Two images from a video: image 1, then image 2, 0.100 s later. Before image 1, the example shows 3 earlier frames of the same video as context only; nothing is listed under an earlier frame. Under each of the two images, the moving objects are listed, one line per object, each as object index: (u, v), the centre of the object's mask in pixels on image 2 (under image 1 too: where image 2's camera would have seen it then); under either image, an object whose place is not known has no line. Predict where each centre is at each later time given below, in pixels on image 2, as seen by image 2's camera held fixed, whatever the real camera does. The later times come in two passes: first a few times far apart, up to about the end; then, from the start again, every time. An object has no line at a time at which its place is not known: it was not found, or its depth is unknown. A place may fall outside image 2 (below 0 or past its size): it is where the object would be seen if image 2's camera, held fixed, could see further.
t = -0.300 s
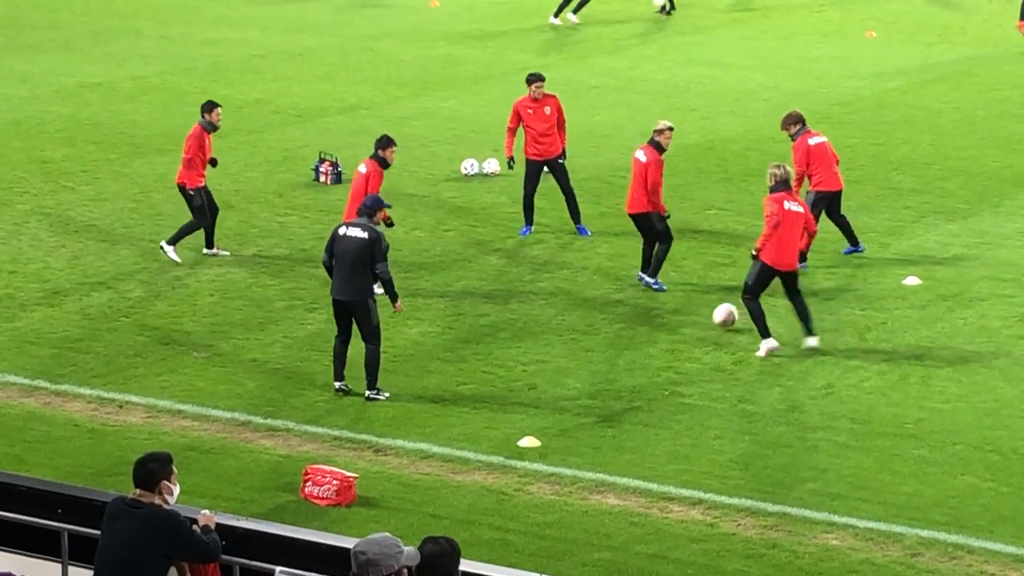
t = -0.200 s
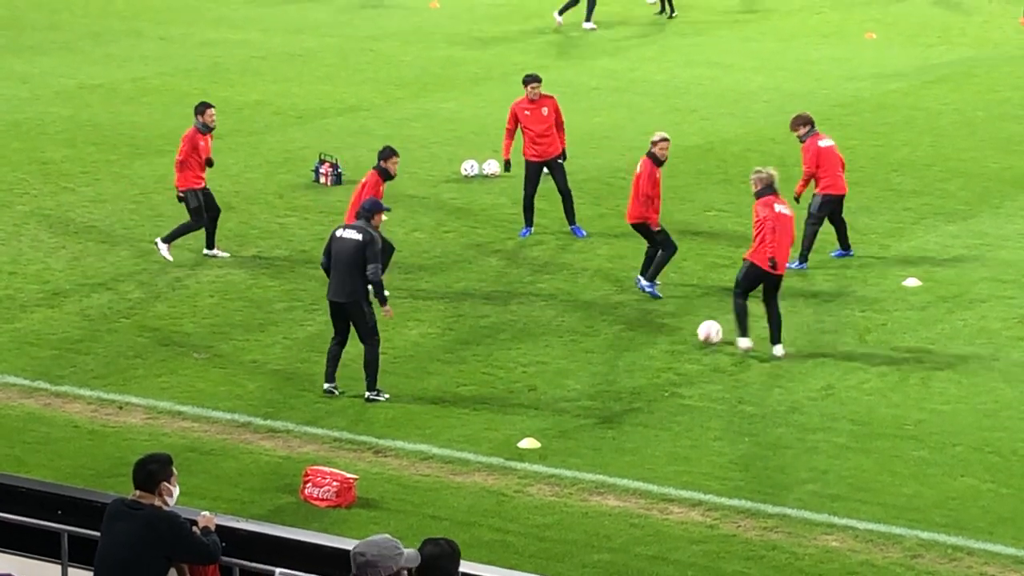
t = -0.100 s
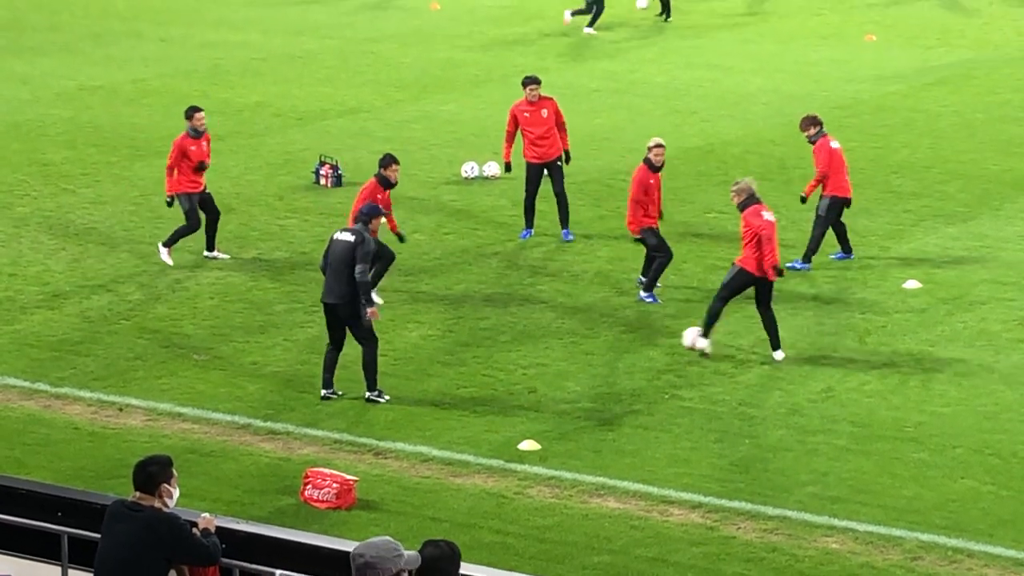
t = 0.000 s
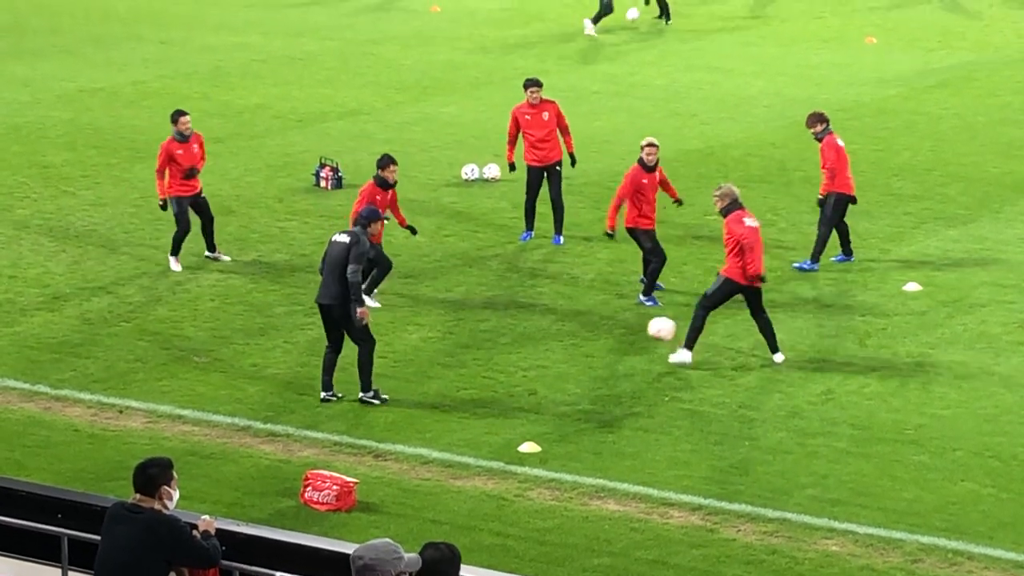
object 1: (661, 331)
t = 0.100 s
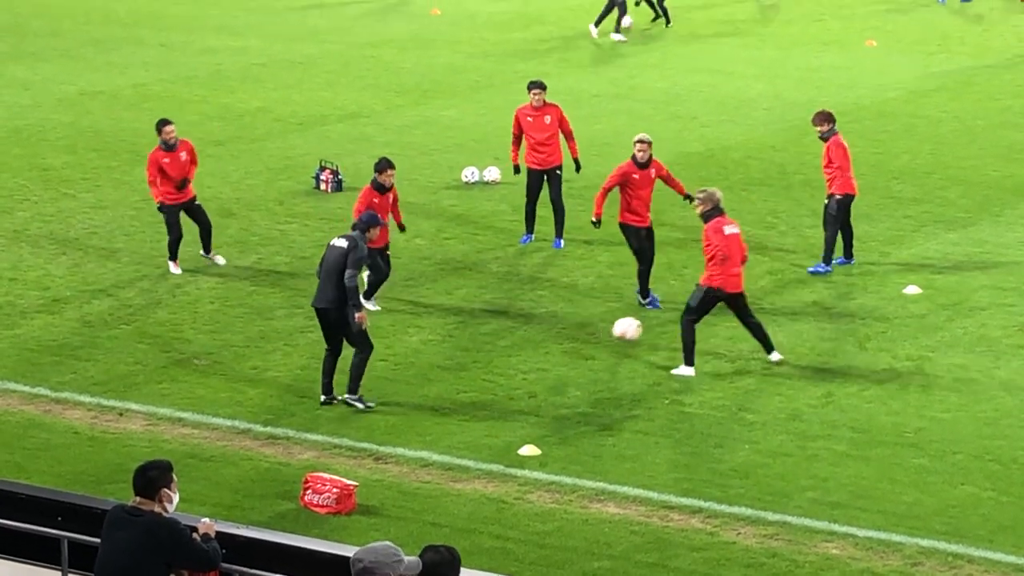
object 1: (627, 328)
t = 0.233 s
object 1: (581, 342)
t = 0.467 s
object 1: (515, 361)
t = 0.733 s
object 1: (449, 385)
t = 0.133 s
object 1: (616, 330)
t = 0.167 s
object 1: (604, 333)
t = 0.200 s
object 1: (592, 336)
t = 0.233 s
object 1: (581, 342)
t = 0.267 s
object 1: (569, 348)
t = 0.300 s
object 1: (557, 356)
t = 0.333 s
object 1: (546, 363)
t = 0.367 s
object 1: (538, 362)
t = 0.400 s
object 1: (530, 361)
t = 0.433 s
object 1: (522, 360)
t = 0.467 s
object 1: (515, 361)
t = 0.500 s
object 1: (507, 362)
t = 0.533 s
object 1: (499, 366)
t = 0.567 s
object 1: (491, 371)
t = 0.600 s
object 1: (483, 376)
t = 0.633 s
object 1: (475, 381)
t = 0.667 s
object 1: (466, 381)
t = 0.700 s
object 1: (458, 382)
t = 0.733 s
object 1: (449, 385)
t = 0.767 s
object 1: (441, 387)
